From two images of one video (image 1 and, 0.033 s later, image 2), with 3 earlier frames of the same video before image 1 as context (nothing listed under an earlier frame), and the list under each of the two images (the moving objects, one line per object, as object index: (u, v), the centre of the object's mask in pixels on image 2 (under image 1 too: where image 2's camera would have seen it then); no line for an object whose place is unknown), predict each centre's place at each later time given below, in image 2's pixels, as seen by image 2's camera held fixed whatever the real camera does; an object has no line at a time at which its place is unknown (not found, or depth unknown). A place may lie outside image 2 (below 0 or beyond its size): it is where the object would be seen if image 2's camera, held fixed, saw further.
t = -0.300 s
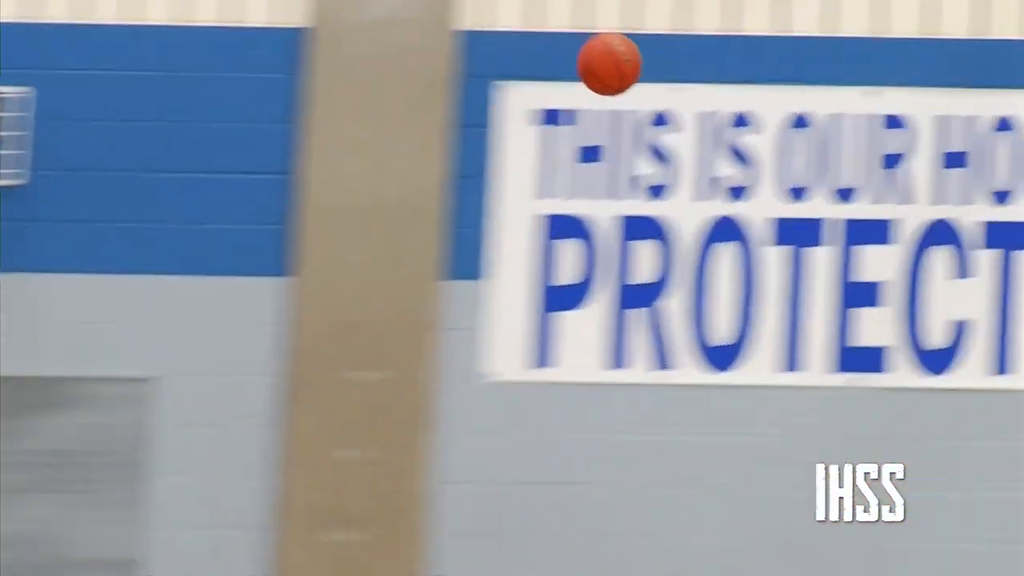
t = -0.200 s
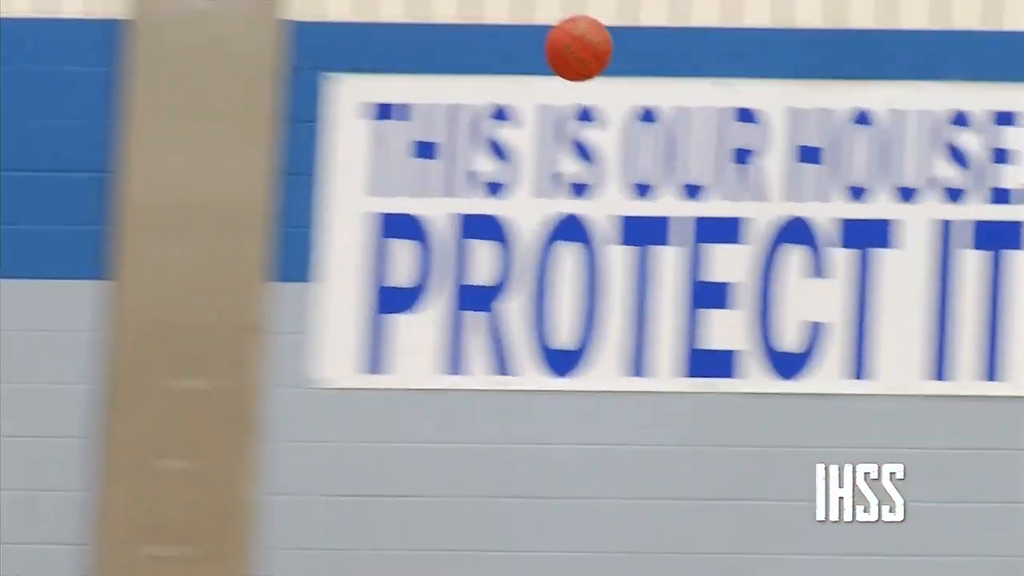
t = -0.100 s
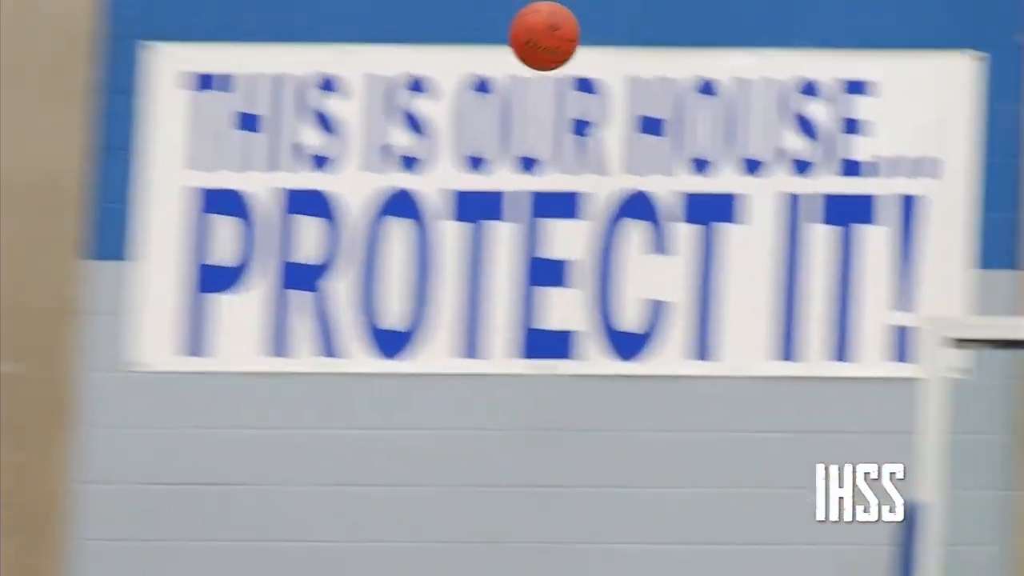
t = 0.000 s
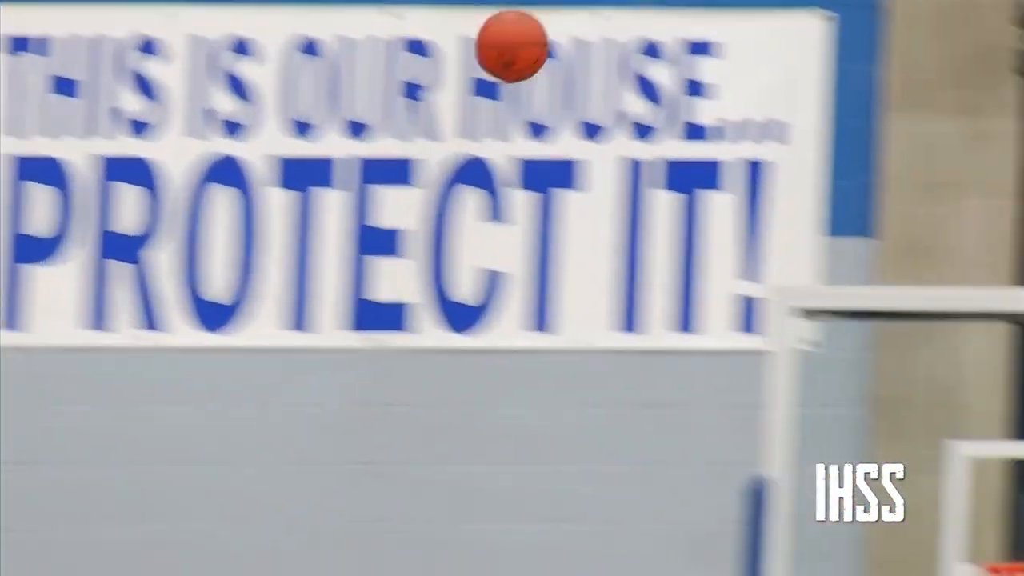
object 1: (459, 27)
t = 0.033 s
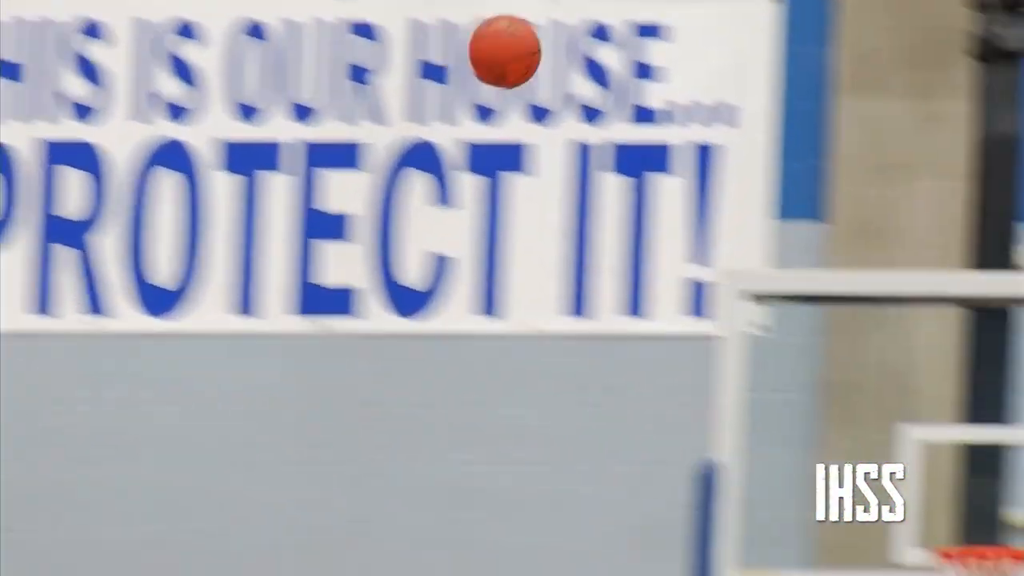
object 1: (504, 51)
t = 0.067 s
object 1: (549, 79)
